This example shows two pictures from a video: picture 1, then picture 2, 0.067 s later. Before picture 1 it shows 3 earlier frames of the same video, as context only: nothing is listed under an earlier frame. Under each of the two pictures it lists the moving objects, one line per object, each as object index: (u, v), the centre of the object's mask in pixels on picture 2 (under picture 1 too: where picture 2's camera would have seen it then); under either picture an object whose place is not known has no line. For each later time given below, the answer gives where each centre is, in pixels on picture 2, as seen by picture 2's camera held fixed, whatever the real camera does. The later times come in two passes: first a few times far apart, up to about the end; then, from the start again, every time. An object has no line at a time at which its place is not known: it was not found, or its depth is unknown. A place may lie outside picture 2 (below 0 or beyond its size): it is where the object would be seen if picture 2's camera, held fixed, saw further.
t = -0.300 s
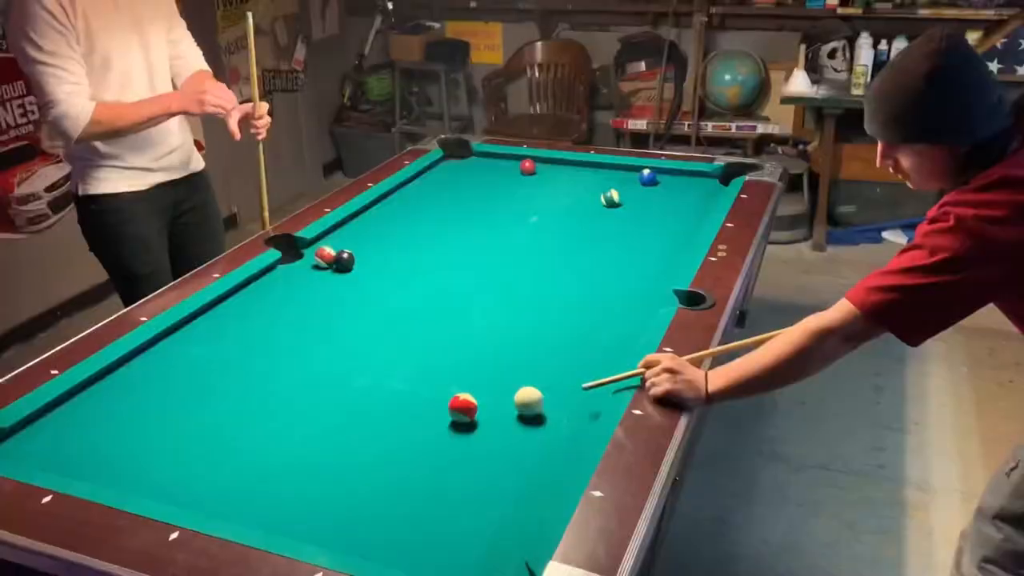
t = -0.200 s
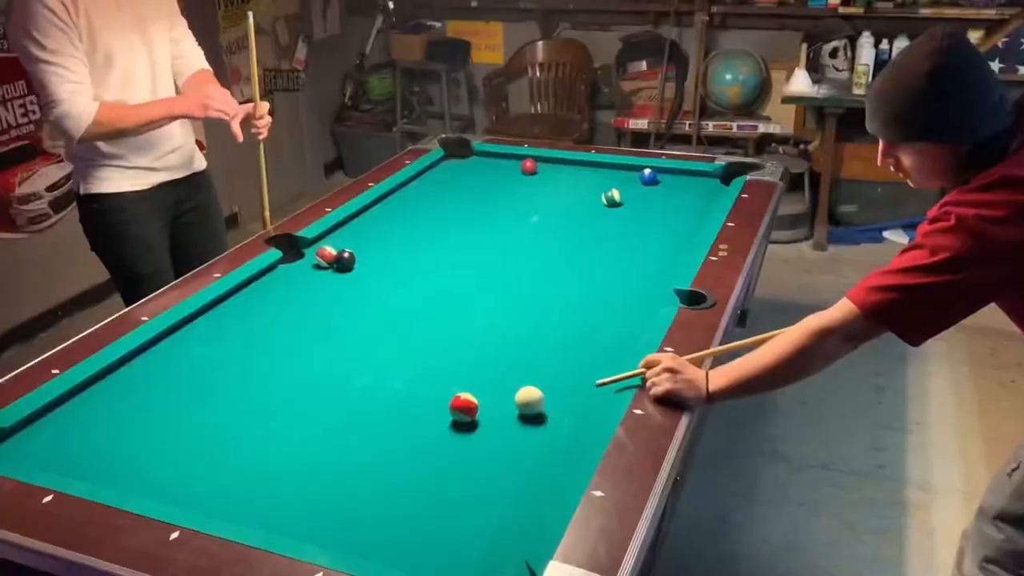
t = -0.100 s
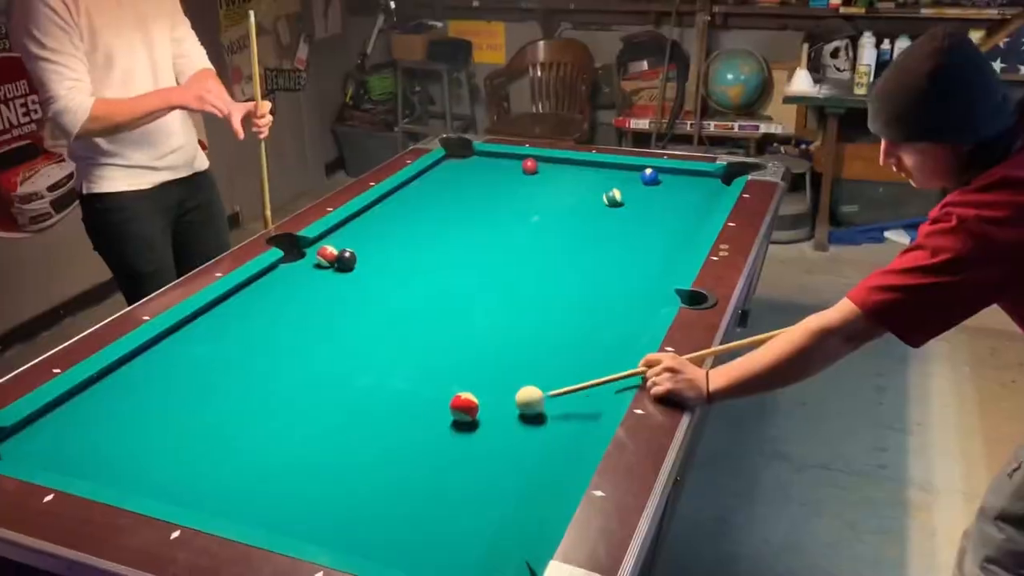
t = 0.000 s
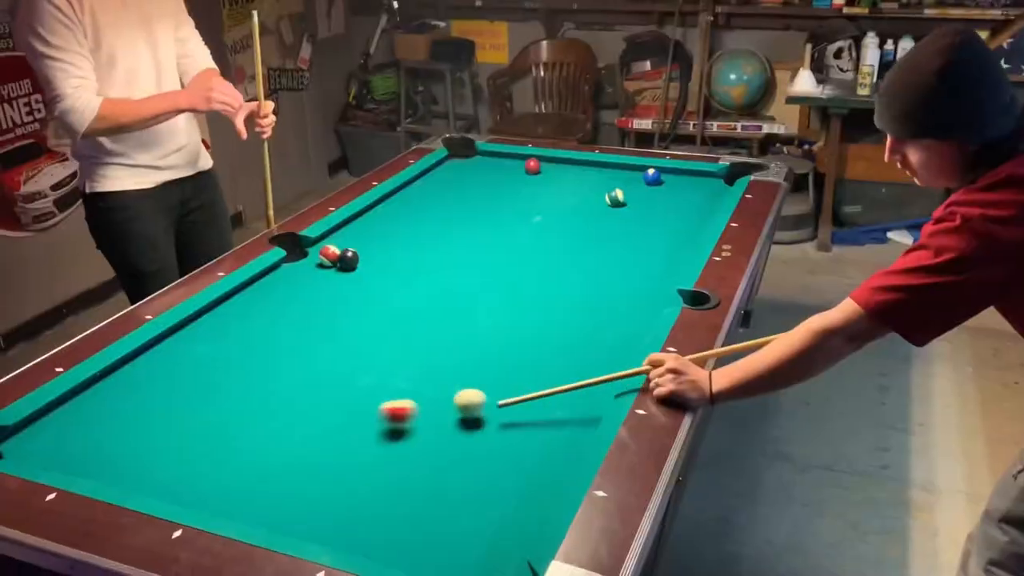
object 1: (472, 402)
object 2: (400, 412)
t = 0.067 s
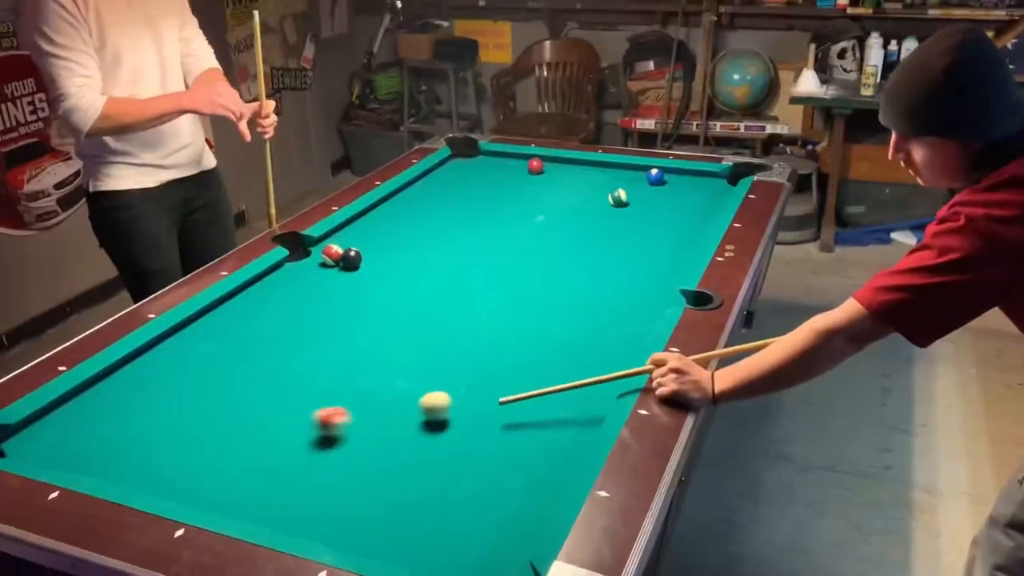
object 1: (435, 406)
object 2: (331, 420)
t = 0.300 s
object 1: (334, 413)
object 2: (123, 444)
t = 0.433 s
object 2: (20, 445)
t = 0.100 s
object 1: (419, 407)
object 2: (299, 423)
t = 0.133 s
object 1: (404, 408)
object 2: (267, 427)
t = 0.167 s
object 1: (390, 409)
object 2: (238, 431)
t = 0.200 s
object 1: (376, 410)
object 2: (208, 434)
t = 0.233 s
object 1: (362, 411)
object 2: (180, 437)
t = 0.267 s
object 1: (348, 412)
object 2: (151, 440)
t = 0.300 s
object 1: (334, 413)
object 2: (123, 444)
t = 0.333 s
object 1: (321, 414)
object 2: (93, 448)
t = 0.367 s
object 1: (307, 415)
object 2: (65, 449)
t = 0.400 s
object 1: (293, 416)
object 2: (36, 451)
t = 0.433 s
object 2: (20, 445)
